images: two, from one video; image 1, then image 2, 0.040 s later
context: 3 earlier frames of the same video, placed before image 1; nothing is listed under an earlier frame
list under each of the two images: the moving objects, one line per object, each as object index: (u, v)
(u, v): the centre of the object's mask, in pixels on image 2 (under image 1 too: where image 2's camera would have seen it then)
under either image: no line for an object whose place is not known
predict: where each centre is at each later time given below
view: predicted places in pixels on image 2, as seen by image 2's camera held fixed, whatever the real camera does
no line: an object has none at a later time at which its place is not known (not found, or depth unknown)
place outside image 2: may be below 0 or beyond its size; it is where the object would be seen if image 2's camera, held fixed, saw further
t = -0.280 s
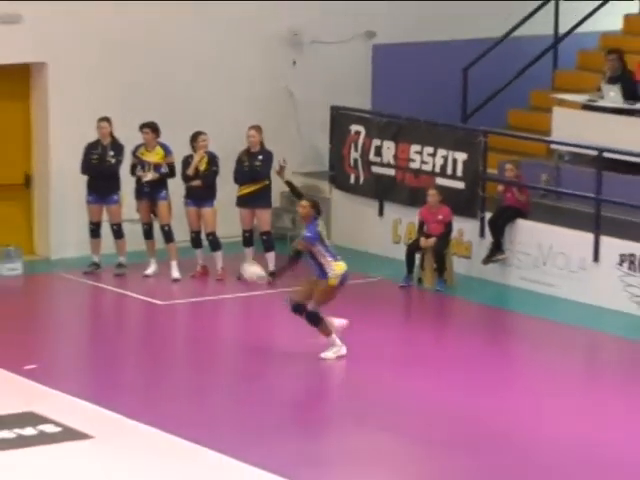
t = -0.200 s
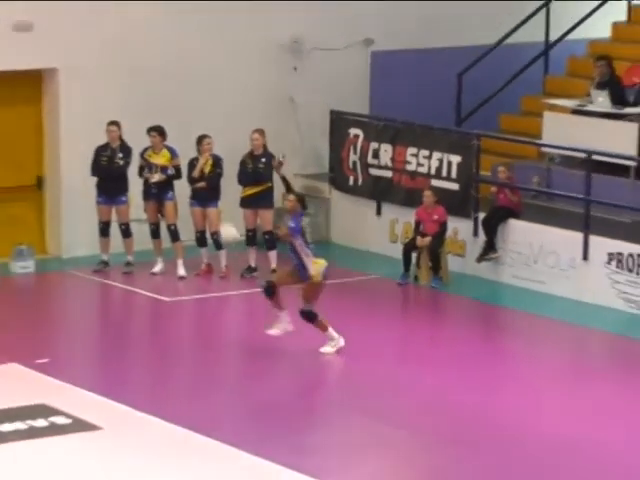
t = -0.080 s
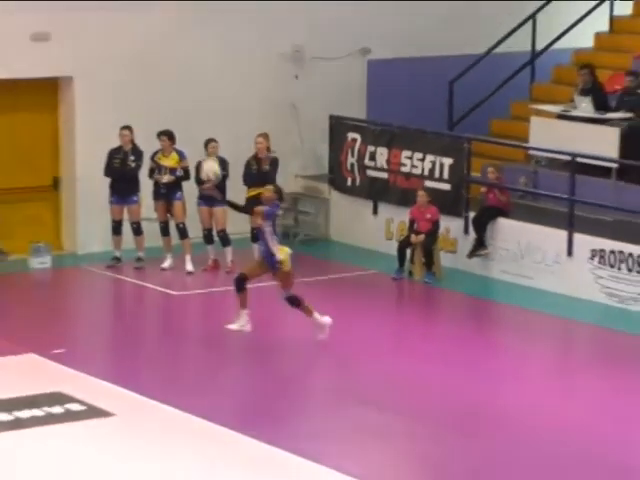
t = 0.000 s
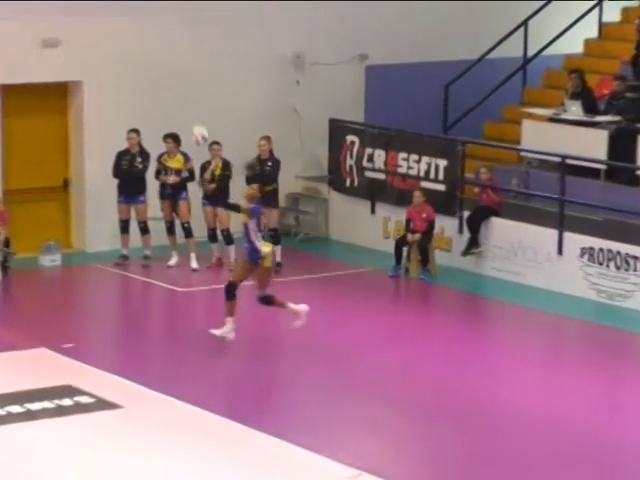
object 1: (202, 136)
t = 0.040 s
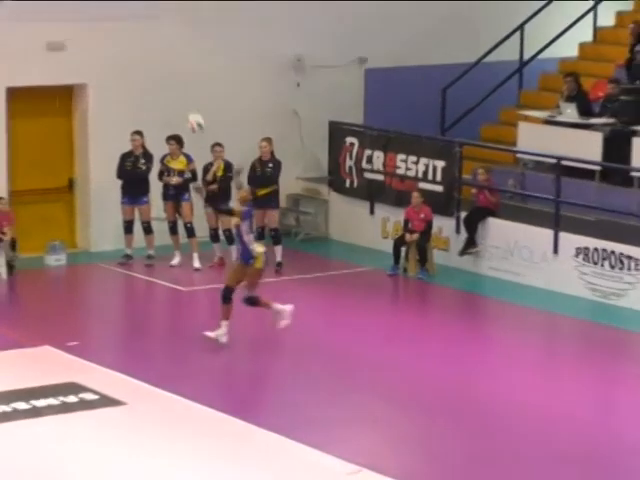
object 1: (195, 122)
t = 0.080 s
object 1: (188, 108)
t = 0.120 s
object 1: (181, 95)
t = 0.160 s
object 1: (174, 85)
